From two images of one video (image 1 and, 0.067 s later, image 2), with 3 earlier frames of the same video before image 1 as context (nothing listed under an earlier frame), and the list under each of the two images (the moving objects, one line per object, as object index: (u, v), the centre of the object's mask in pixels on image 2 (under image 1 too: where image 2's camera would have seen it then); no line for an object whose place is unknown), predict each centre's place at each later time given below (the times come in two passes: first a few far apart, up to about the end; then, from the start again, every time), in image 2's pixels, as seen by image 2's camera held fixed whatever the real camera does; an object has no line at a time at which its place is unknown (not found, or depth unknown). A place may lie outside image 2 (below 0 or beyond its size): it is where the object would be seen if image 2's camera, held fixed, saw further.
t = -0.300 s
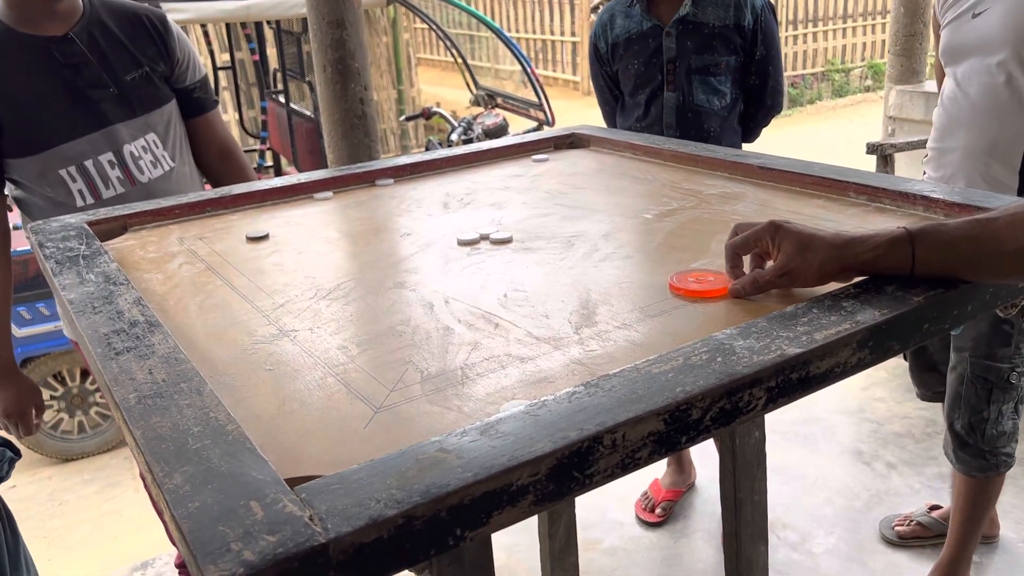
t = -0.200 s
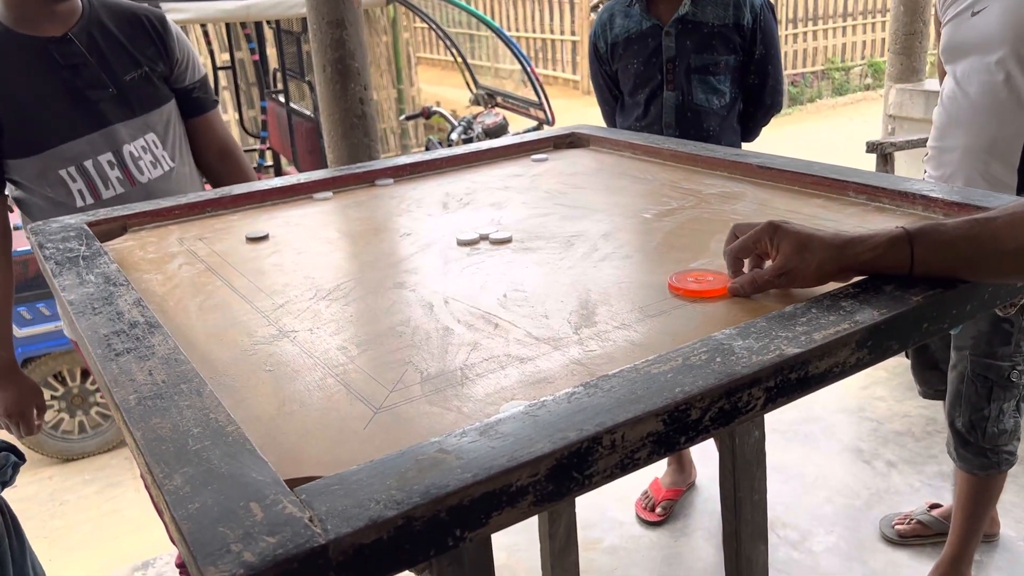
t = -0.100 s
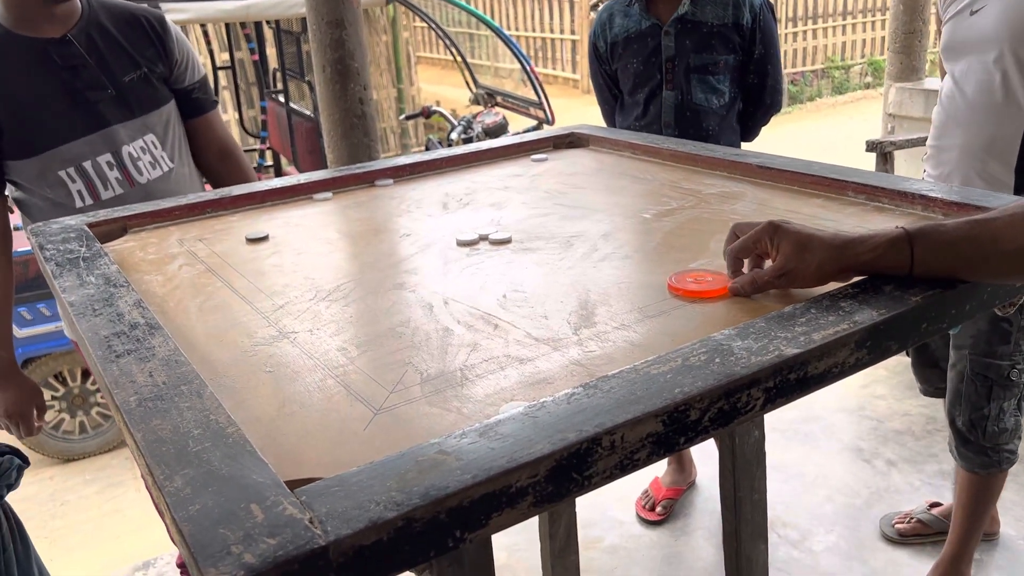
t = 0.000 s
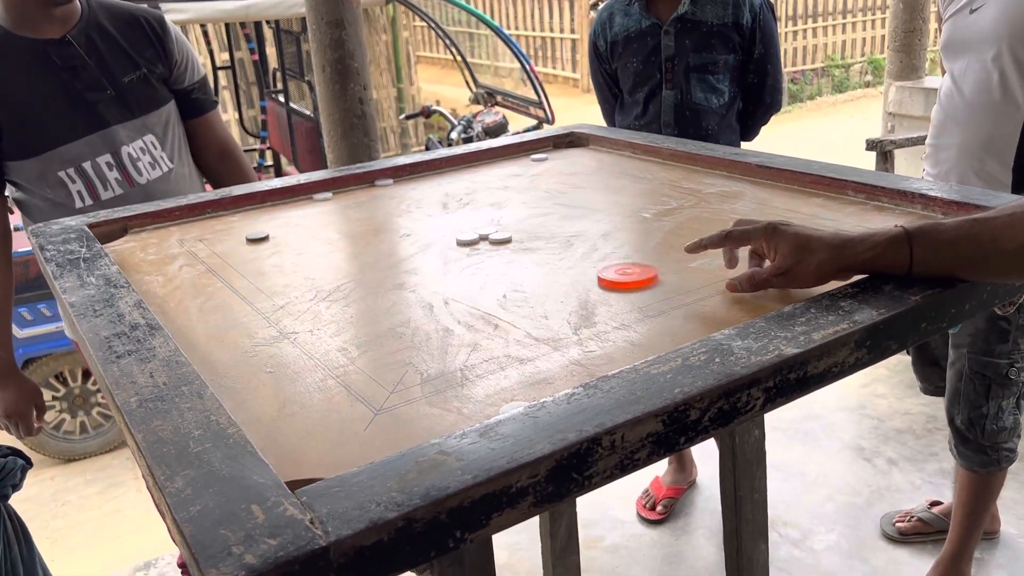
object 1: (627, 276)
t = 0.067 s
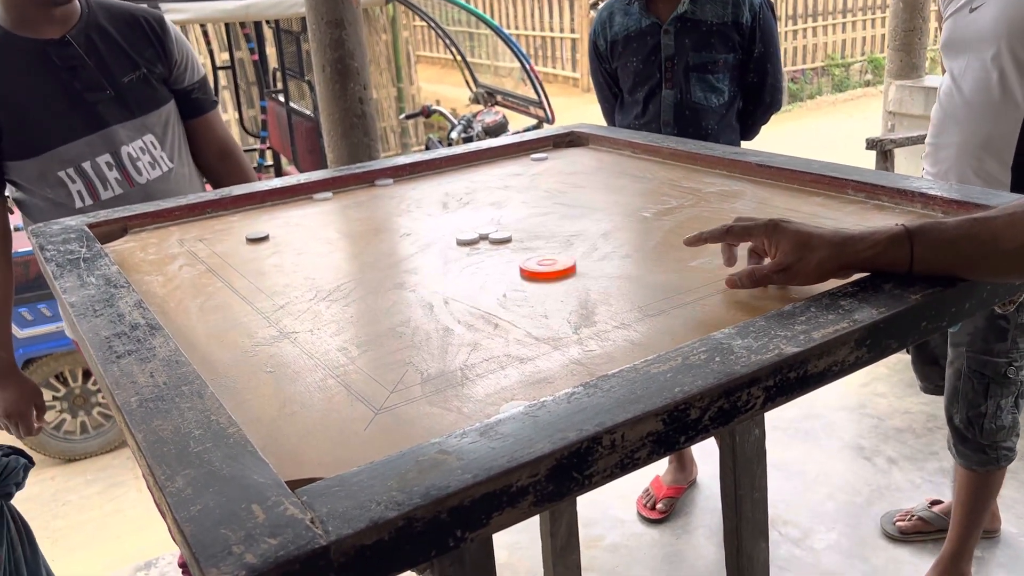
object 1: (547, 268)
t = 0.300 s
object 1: (350, 245)
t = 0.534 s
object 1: (253, 231)
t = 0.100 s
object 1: (512, 264)
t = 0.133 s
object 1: (480, 260)
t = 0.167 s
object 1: (451, 256)
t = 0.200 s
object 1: (423, 254)
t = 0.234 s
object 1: (397, 251)
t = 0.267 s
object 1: (373, 248)
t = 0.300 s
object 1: (350, 245)
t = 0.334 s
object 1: (330, 242)
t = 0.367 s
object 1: (310, 241)
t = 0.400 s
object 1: (293, 238)
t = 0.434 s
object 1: (281, 236)
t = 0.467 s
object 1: (270, 234)
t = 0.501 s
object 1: (261, 232)
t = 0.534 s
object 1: (253, 231)
